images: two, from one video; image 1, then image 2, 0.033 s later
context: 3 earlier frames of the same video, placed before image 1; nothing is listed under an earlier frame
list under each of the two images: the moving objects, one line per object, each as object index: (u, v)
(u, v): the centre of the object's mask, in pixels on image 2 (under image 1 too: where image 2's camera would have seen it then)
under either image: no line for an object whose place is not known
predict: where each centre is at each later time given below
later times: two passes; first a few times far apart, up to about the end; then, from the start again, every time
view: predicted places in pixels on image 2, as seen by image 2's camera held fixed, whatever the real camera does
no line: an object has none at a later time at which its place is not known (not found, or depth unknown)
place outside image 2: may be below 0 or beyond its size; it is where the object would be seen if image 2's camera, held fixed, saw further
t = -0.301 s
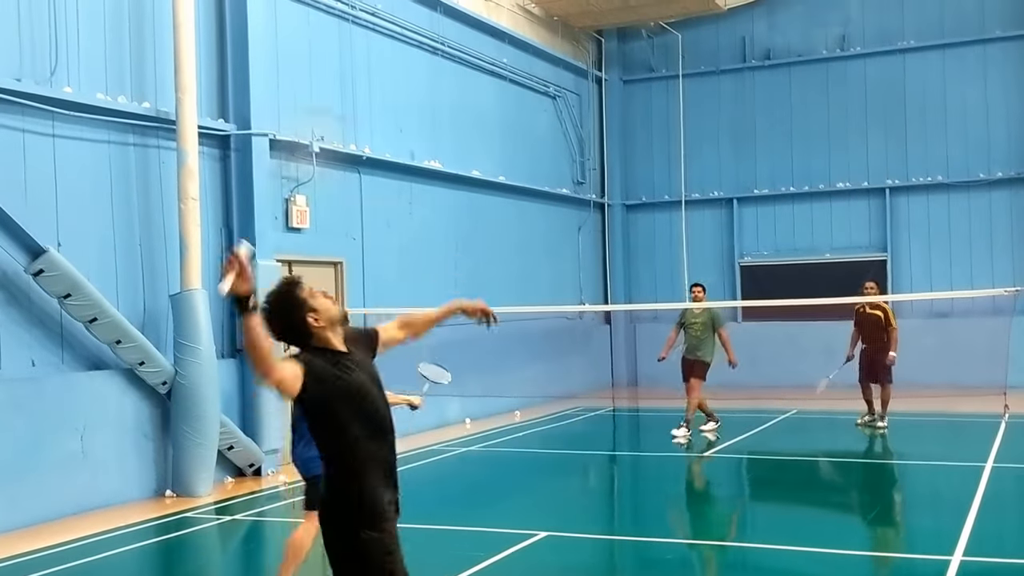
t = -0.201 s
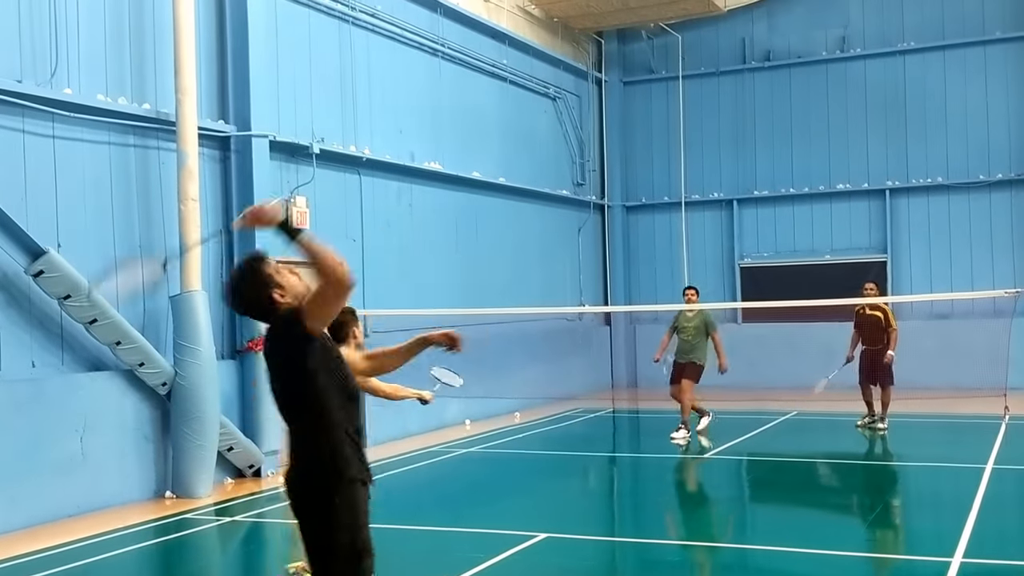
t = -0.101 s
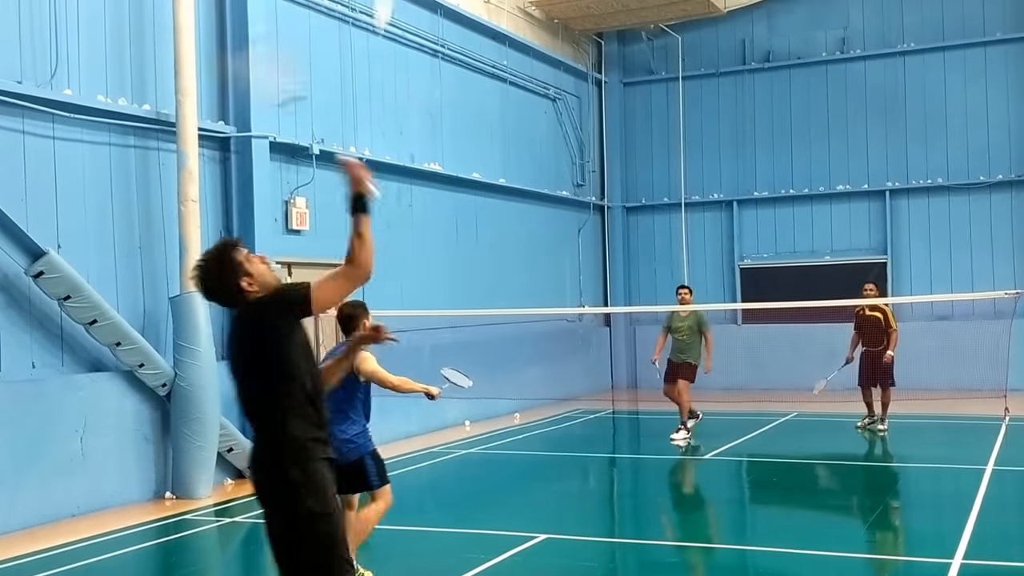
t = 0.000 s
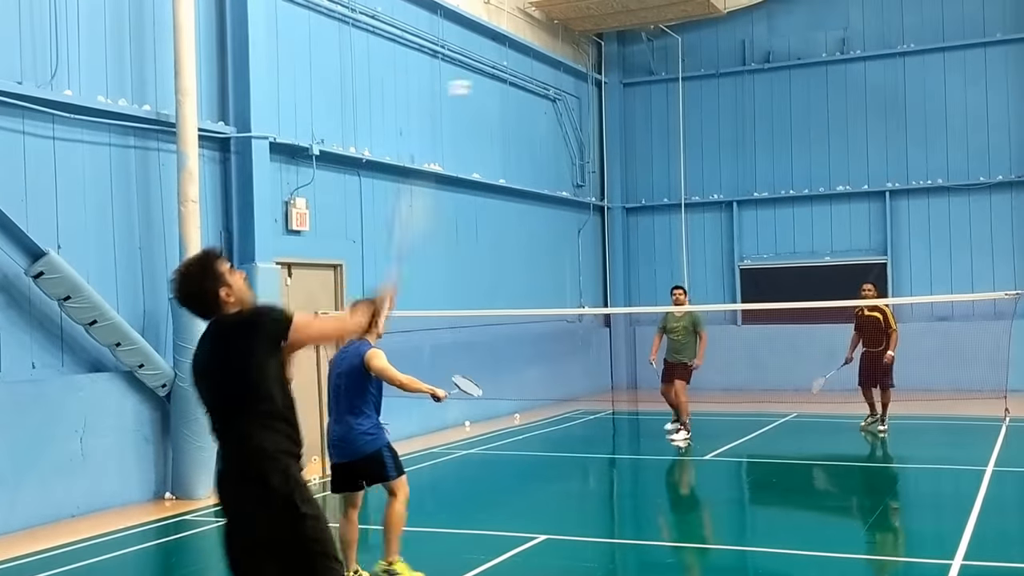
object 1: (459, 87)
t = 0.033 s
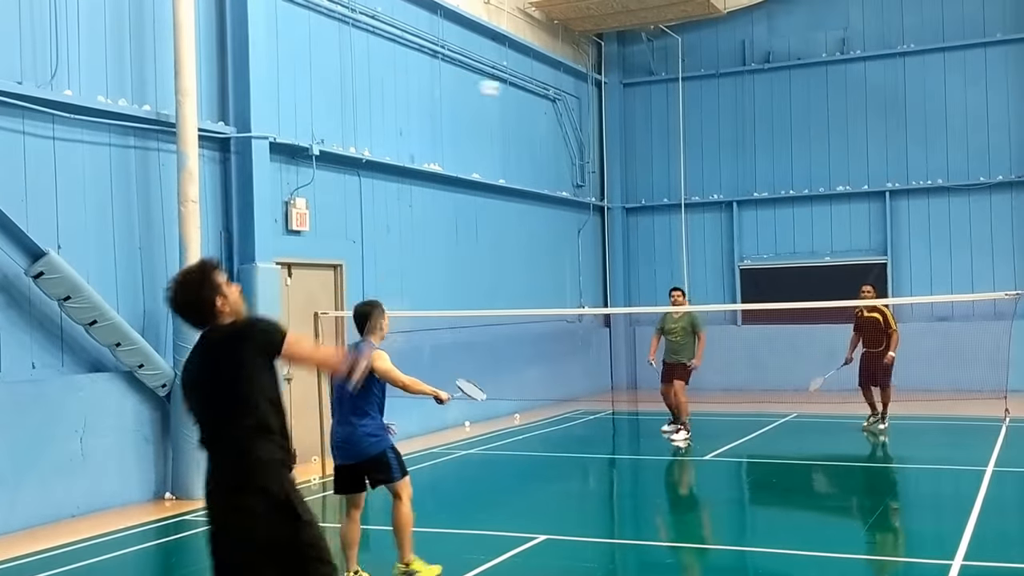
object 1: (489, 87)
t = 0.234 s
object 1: (585, 123)
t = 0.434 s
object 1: (626, 181)
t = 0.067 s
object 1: (515, 91)
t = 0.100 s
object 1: (535, 96)
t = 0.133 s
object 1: (551, 102)
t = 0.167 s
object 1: (564, 108)
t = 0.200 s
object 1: (575, 115)
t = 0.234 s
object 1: (585, 123)
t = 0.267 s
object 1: (594, 131)
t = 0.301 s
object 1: (601, 141)
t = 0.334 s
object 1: (608, 151)
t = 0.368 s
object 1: (615, 160)
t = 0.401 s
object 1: (621, 171)
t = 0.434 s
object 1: (626, 181)
